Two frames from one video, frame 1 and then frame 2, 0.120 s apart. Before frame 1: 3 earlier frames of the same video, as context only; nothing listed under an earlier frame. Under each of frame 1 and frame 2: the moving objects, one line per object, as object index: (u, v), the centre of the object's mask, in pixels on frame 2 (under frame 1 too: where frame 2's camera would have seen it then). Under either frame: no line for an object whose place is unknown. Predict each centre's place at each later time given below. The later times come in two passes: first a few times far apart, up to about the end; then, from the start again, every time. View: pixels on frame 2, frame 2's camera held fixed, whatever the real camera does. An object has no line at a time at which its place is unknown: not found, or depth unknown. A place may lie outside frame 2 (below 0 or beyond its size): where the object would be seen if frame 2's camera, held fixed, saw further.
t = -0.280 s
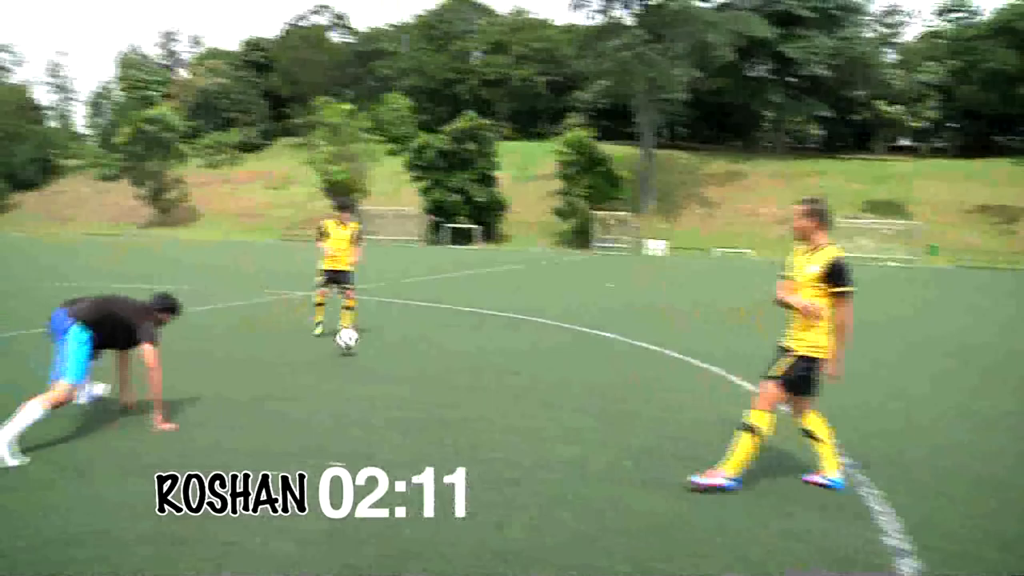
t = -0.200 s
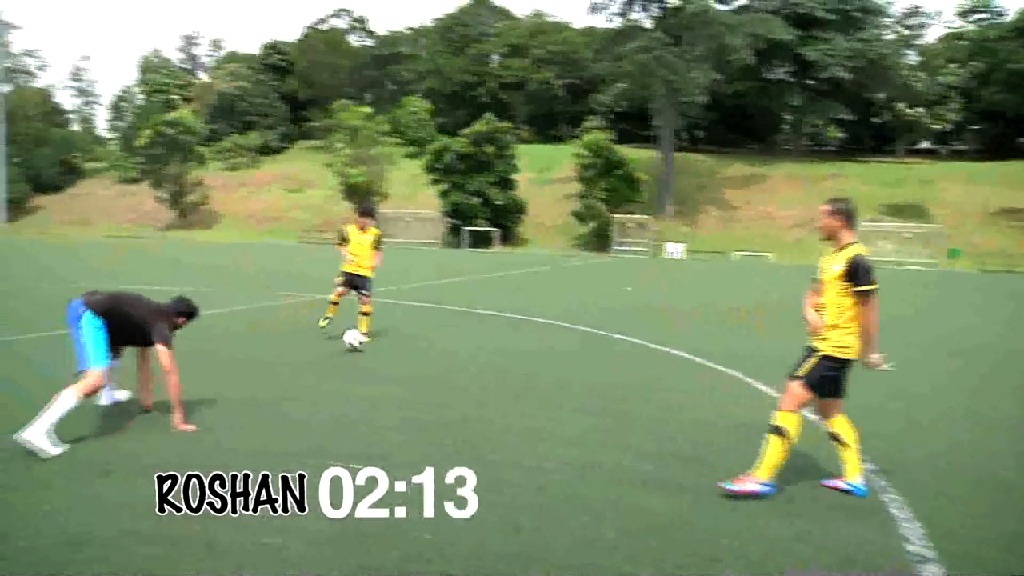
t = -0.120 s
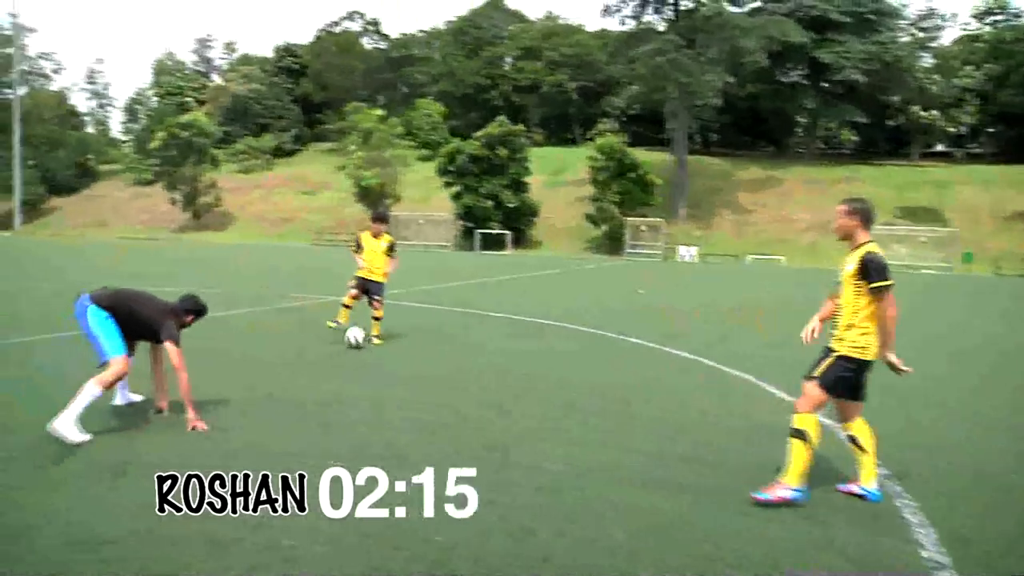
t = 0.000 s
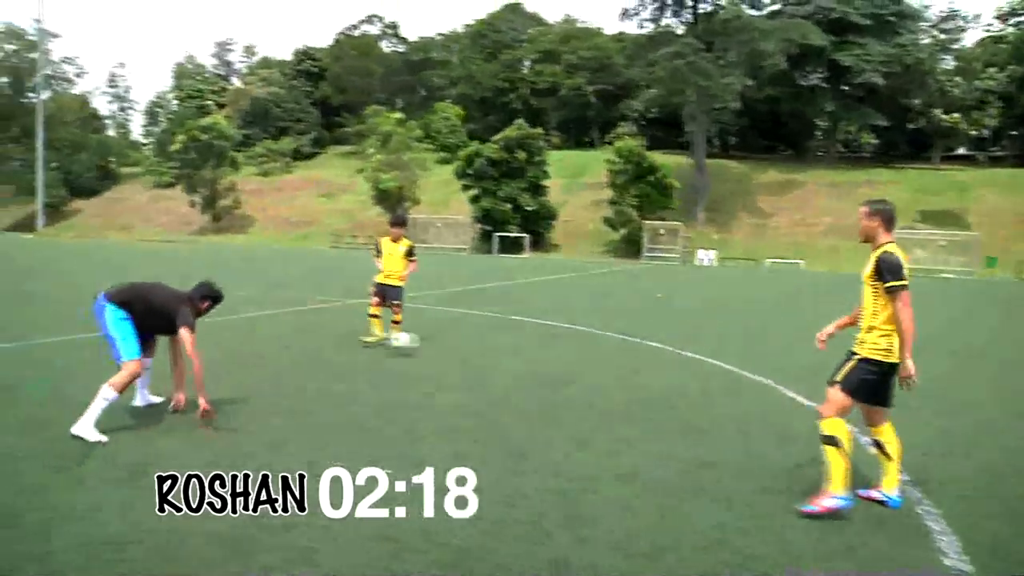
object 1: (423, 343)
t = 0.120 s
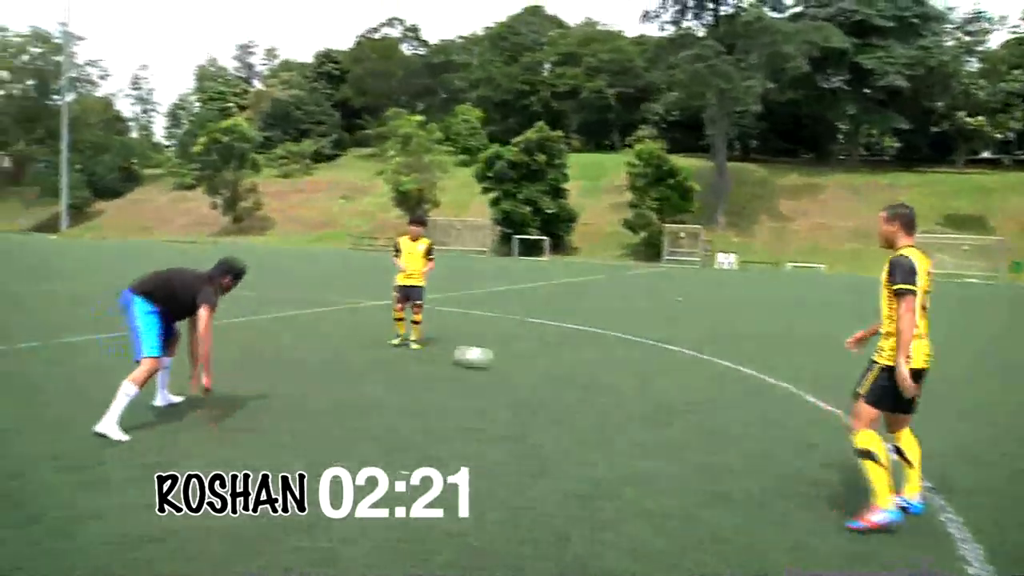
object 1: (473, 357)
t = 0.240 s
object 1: (530, 367)
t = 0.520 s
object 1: (648, 388)
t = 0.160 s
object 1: (493, 360)
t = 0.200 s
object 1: (511, 364)
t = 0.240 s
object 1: (530, 367)
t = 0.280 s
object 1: (548, 370)
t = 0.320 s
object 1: (564, 373)
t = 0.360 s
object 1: (581, 376)
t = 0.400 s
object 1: (598, 378)
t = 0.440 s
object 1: (616, 380)
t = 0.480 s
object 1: (634, 386)
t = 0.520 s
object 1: (648, 388)
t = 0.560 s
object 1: (662, 391)
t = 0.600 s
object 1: (683, 395)
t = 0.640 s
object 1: (697, 397)
